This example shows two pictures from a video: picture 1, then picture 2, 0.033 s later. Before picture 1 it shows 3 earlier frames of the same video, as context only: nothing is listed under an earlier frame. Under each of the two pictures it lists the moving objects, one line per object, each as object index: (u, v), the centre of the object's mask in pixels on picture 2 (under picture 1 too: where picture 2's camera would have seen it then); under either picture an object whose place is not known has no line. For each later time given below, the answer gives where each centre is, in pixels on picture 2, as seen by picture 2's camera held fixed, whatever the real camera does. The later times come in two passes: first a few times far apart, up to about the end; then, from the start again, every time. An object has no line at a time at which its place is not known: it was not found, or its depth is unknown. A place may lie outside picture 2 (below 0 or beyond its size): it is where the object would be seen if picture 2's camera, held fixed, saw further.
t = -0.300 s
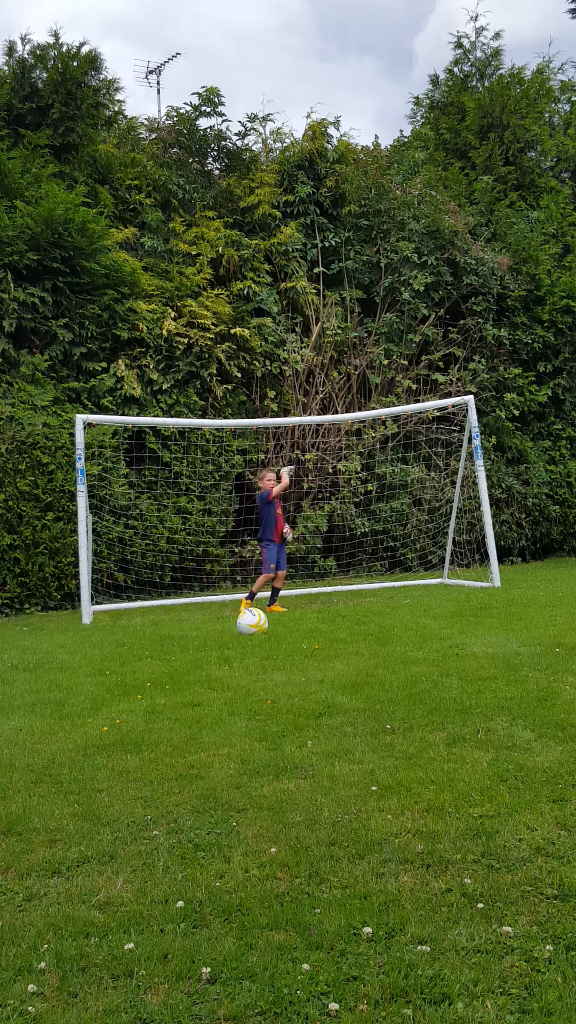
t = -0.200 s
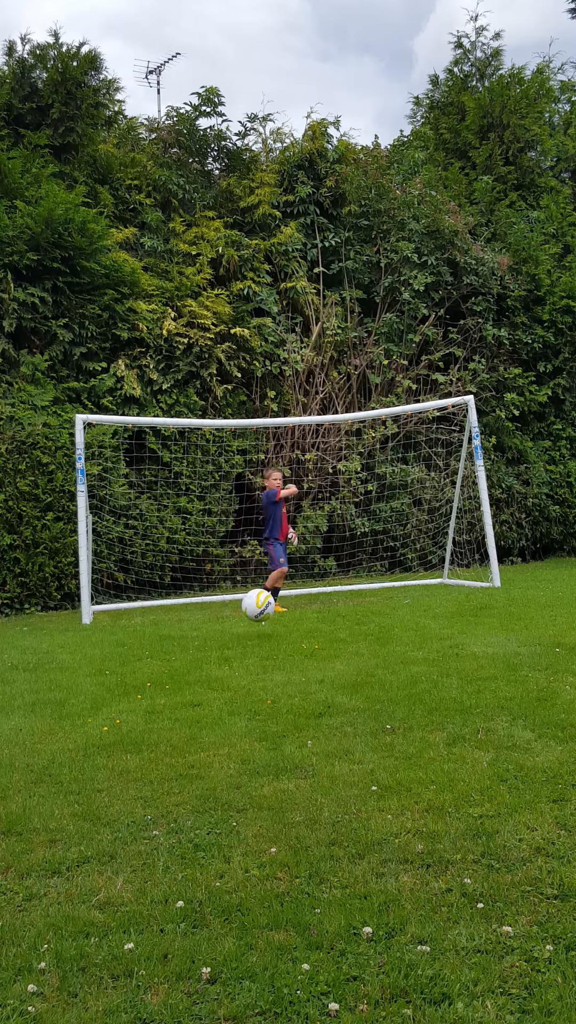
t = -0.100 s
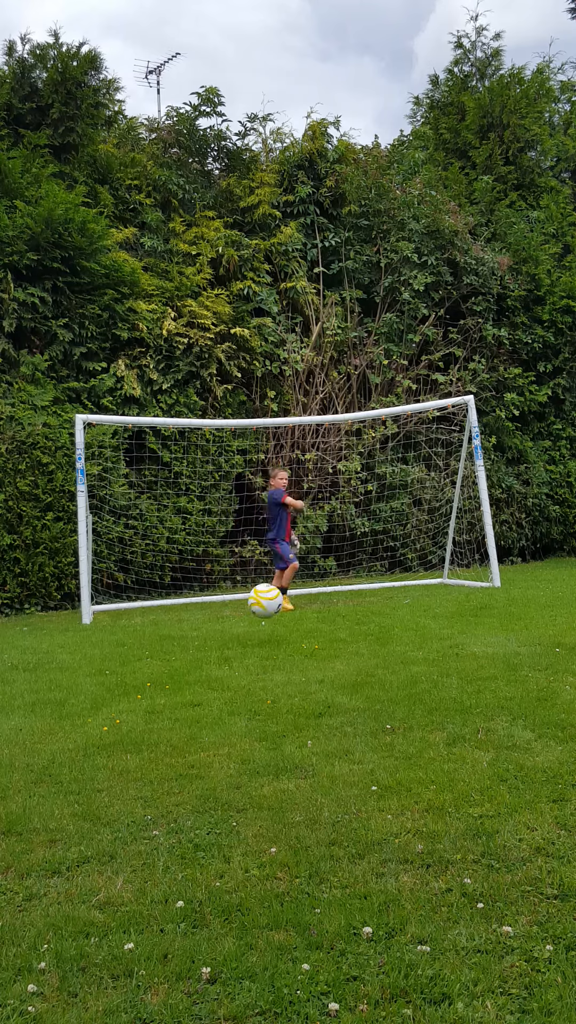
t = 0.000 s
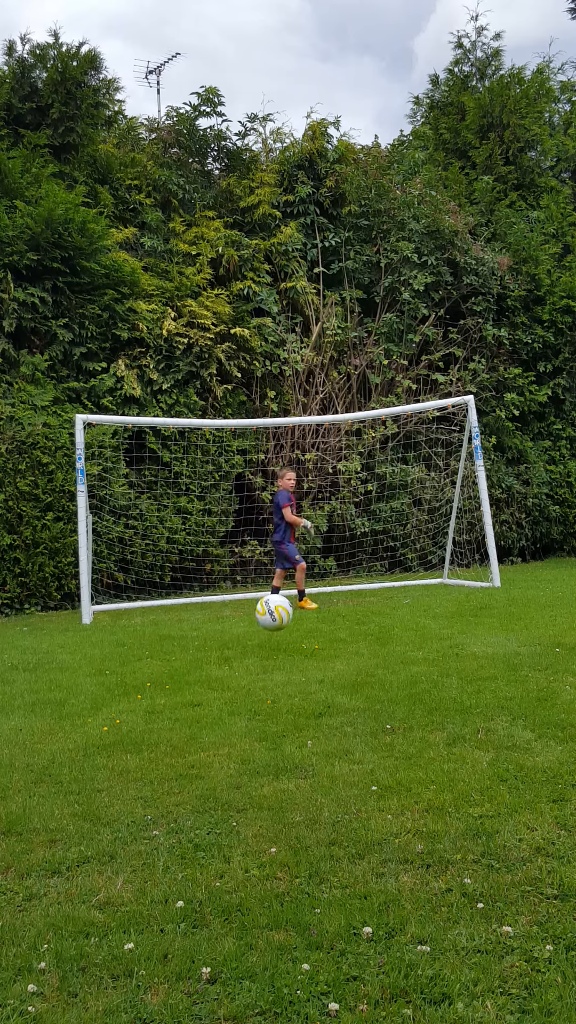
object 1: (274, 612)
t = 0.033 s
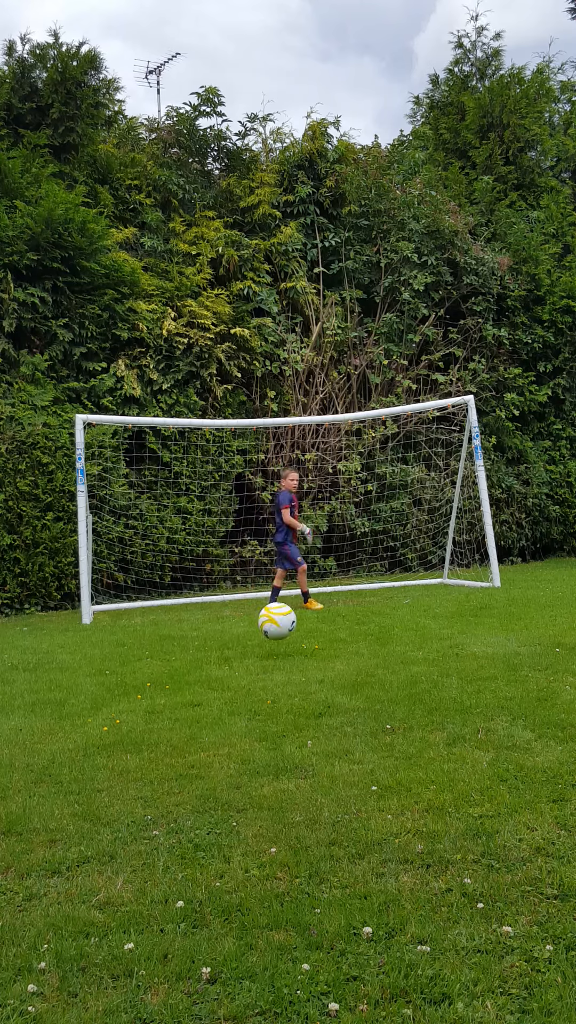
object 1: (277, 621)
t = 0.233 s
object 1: (294, 640)
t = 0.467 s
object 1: (314, 673)
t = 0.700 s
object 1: (334, 700)
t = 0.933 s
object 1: (355, 745)
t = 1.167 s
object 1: (386, 807)
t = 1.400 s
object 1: (436, 899)
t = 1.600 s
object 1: (504, 987)
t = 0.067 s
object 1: (280, 632)
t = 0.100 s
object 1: (284, 645)
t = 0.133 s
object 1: (287, 649)
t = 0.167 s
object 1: (289, 645)
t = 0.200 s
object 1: (291, 642)
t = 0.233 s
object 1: (294, 640)
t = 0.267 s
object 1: (296, 640)
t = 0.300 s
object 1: (298, 642)
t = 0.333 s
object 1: (302, 648)
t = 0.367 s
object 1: (305, 656)
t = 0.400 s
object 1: (308, 665)
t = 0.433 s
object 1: (311, 673)
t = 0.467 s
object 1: (314, 673)
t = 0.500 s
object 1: (316, 673)
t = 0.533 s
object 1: (319, 676)
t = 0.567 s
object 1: (323, 681)
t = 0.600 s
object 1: (326, 688)
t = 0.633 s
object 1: (329, 694)
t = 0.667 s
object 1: (333, 698)
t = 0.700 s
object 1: (334, 700)
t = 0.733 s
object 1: (336, 703)
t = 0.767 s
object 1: (339, 707)
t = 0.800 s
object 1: (341, 716)
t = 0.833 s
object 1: (344, 729)
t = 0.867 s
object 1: (348, 739)
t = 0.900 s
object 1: (351, 742)
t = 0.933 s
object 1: (355, 745)
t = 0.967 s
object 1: (359, 751)
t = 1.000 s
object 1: (363, 760)
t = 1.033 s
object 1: (368, 775)
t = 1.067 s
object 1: (372, 785)
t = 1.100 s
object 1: (376, 792)
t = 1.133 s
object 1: (381, 797)
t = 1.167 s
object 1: (386, 807)
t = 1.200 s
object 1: (392, 822)
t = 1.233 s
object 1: (398, 840)
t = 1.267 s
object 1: (406, 857)
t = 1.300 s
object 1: (413, 867)
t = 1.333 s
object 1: (420, 873)
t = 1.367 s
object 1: (428, 883)
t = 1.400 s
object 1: (436, 899)
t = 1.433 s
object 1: (446, 923)
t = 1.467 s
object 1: (457, 953)
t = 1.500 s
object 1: (469, 967)
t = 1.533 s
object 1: (481, 971)
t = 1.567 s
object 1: (493, 978)
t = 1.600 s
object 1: (504, 987)
